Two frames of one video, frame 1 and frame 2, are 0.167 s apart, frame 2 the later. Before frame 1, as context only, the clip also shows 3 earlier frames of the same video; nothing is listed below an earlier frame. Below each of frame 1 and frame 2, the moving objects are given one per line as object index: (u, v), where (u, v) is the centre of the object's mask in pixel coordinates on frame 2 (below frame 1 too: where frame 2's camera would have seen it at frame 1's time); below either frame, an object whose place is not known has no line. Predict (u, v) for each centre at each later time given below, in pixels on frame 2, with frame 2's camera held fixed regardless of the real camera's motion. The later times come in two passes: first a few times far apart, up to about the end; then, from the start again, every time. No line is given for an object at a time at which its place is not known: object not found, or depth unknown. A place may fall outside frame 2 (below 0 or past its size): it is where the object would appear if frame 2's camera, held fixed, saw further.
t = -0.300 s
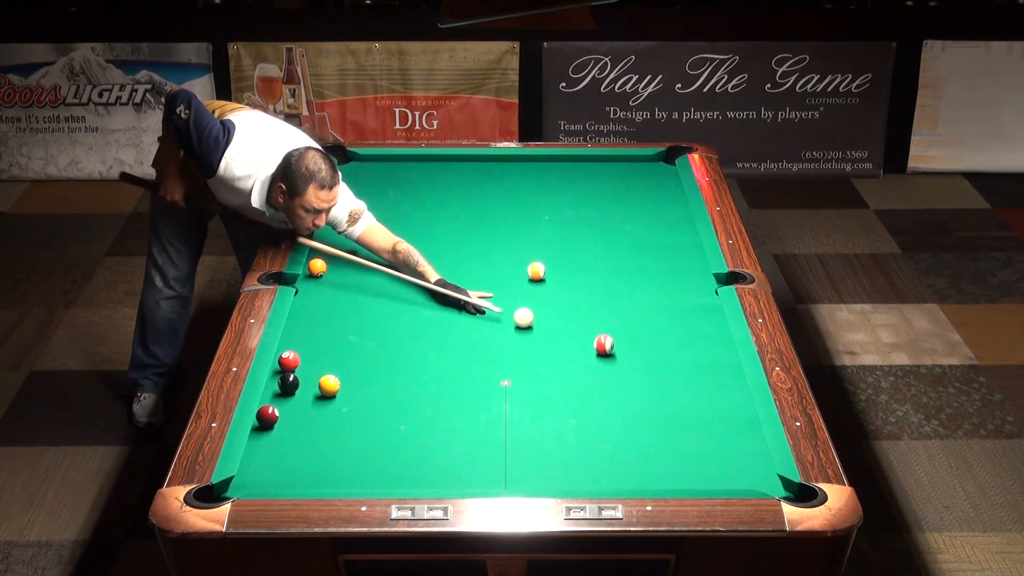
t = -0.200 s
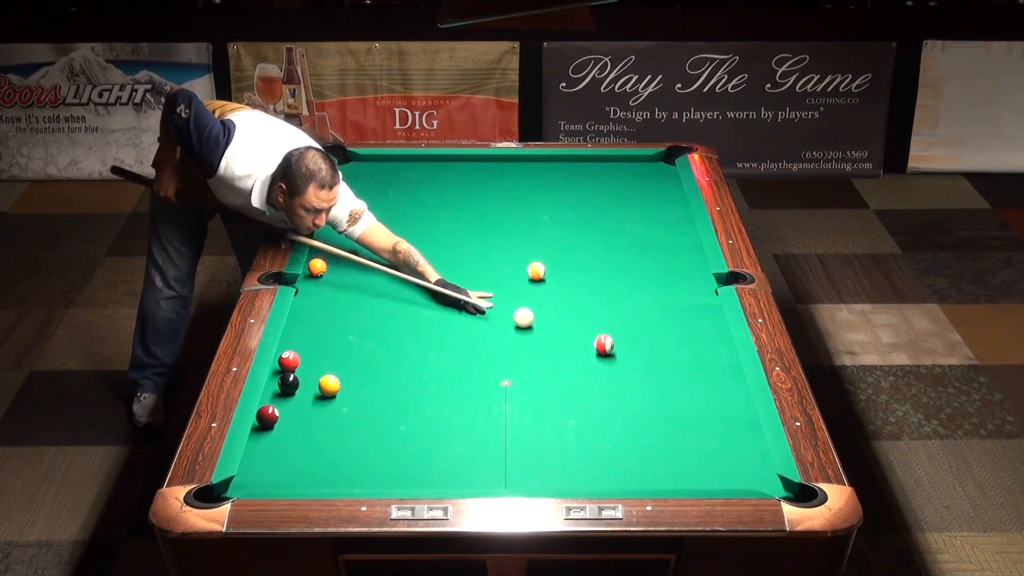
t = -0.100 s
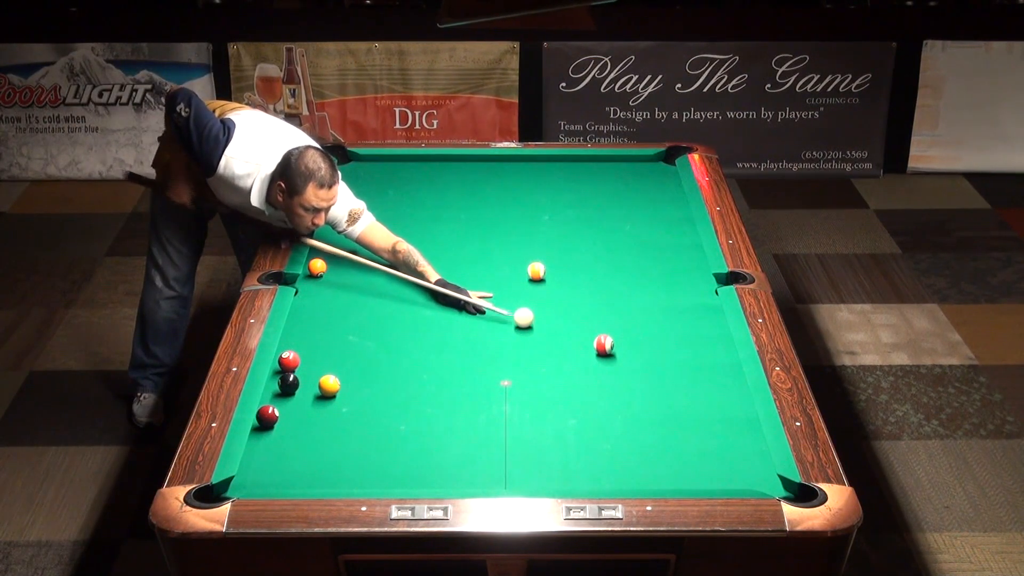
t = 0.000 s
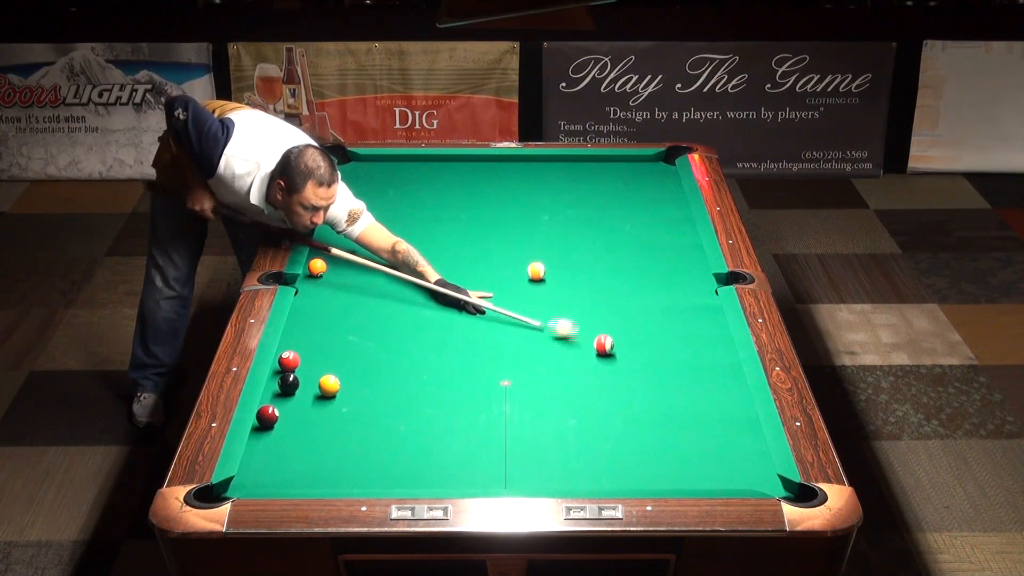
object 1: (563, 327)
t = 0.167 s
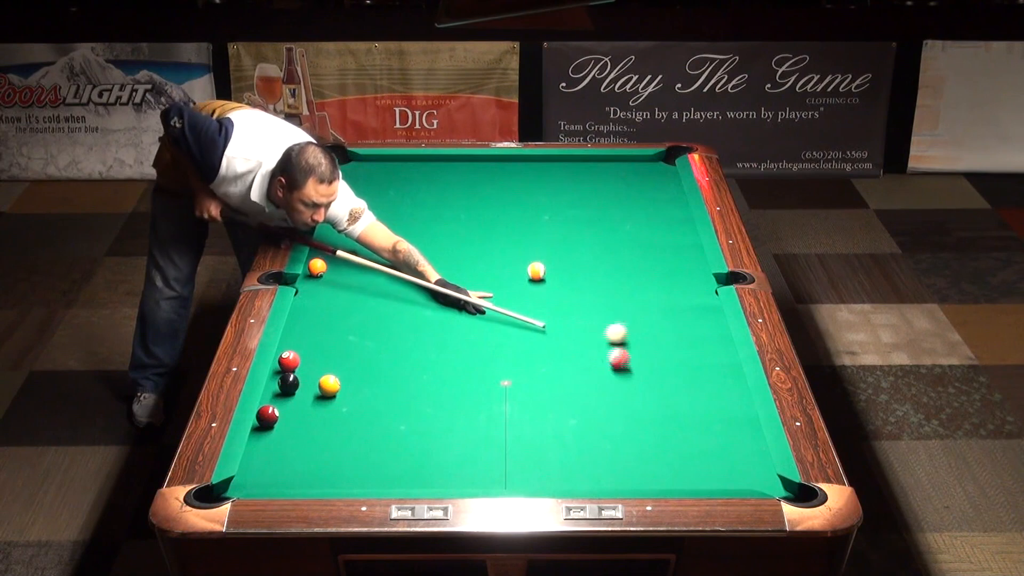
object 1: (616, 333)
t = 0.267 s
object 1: (633, 330)
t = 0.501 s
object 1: (670, 323)
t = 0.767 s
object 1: (710, 315)
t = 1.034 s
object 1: (693, 306)
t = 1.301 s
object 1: (671, 297)
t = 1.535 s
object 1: (654, 289)
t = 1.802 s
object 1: (636, 281)
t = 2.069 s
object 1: (619, 274)
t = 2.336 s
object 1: (604, 268)
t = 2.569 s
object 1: (592, 263)
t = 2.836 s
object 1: (580, 258)
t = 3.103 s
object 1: (569, 254)
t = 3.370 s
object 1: (560, 250)
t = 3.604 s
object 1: (554, 247)
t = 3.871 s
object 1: (547, 244)
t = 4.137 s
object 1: (541, 242)
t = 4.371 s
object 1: (537, 240)
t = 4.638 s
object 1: (534, 239)
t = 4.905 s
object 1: (532, 238)
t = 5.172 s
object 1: (530, 238)
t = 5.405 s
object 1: (530, 238)
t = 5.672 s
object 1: (530, 238)
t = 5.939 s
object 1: (530, 238)
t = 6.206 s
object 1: (530, 238)
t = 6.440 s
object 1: (530, 238)
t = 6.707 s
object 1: (530, 238)
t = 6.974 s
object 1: (530, 238)
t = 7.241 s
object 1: (530, 238)
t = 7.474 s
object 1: (530, 238)
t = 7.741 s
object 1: (530, 238)
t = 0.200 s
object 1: (622, 332)
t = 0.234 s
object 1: (627, 331)
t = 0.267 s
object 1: (633, 330)
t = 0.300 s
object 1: (638, 329)
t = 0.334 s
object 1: (644, 328)
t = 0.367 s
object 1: (649, 327)
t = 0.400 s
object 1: (654, 326)
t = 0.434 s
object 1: (660, 325)
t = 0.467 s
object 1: (665, 324)
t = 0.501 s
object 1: (670, 323)
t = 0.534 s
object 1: (676, 322)
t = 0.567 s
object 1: (680, 321)
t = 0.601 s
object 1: (686, 320)
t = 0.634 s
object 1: (691, 319)
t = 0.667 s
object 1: (696, 318)
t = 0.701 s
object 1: (701, 317)
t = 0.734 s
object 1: (706, 316)
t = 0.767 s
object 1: (710, 315)
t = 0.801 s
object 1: (714, 315)
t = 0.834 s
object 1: (711, 313)
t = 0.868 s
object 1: (708, 312)
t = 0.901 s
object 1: (705, 311)
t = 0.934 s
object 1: (702, 310)
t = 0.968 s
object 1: (699, 308)
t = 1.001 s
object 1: (696, 307)
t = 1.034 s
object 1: (693, 306)
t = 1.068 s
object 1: (690, 304)
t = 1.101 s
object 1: (688, 303)
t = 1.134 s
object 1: (685, 302)
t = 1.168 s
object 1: (682, 301)
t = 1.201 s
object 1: (679, 300)
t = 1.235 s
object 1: (677, 299)
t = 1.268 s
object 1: (674, 298)
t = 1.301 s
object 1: (671, 297)
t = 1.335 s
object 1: (669, 296)
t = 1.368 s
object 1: (666, 294)
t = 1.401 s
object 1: (664, 293)
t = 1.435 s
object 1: (661, 292)
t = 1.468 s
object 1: (659, 291)
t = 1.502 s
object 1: (656, 290)
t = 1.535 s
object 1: (654, 289)
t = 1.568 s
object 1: (651, 288)
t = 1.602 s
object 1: (649, 287)
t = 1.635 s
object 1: (647, 286)
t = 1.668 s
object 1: (644, 285)
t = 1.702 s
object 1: (642, 284)
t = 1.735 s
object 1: (640, 283)
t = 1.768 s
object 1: (638, 282)
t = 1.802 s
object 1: (636, 281)
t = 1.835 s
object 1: (633, 280)
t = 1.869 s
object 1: (631, 279)
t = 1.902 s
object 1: (629, 279)
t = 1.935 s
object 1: (627, 278)
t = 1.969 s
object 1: (625, 277)
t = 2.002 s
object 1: (623, 276)
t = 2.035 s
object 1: (621, 275)
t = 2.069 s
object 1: (619, 274)
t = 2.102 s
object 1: (617, 274)
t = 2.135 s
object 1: (615, 273)
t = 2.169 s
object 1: (613, 272)
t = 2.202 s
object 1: (611, 271)
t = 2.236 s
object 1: (609, 270)
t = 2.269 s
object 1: (608, 270)
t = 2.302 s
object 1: (606, 269)
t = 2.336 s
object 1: (604, 268)
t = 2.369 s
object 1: (602, 267)
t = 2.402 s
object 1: (601, 267)
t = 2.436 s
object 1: (599, 266)
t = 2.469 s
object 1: (597, 265)
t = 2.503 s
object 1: (596, 265)
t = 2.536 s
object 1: (594, 264)
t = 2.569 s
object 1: (592, 263)
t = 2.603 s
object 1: (591, 263)
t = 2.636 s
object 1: (589, 262)
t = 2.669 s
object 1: (587, 261)
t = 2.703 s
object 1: (586, 261)
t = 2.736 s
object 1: (584, 260)
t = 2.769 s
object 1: (583, 259)
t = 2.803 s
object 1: (582, 259)
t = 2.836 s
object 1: (580, 258)
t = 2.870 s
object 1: (579, 257)
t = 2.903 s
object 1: (577, 257)
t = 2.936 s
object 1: (576, 256)
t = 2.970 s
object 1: (575, 256)
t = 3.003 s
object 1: (573, 255)
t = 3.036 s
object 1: (572, 255)
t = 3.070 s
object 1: (571, 254)
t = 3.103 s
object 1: (569, 254)
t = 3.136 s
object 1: (568, 253)
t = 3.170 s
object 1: (567, 253)
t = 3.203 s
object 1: (566, 252)
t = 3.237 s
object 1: (565, 252)
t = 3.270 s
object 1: (564, 251)
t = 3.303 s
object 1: (563, 251)
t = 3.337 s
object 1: (561, 251)
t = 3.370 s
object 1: (560, 250)
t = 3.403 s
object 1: (559, 250)
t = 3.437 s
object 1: (558, 249)
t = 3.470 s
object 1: (557, 249)
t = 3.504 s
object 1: (556, 248)
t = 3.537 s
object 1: (555, 248)
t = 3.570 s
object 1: (554, 247)
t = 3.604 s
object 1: (554, 247)
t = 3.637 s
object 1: (553, 247)
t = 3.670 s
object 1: (552, 246)
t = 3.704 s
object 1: (551, 246)
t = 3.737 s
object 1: (550, 246)
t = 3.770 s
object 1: (549, 245)
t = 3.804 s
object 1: (548, 245)
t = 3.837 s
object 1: (547, 245)
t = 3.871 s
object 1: (547, 244)
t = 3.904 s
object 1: (546, 244)
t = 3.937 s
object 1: (545, 244)
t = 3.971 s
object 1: (544, 243)
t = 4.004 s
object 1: (544, 243)
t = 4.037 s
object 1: (543, 243)
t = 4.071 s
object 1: (542, 243)
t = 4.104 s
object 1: (542, 242)
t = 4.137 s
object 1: (541, 242)
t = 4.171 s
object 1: (541, 242)
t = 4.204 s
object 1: (540, 242)
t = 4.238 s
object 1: (539, 241)
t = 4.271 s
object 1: (539, 241)
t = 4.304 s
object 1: (538, 241)
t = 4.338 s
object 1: (538, 241)
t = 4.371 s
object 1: (537, 240)
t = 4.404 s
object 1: (537, 240)
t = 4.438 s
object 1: (536, 240)
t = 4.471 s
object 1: (536, 240)
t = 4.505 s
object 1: (536, 240)
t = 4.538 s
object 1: (535, 239)
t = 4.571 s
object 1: (535, 239)
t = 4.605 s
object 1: (534, 239)
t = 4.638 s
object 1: (534, 239)
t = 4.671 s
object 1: (534, 239)
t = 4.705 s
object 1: (533, 239)
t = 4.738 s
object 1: (533, 239)
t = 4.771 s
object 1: (533, 238)
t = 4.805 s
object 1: (533, 238)
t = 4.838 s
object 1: (532, 238)
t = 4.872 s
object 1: (532, 238)
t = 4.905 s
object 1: (532, 238)
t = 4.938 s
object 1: (532, 238)
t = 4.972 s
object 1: (531, 238)
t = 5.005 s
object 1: (531, 238)
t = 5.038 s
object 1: (531, 238)
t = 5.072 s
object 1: (531, 238)
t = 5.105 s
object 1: (531, 238)
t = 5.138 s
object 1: (530, 238)
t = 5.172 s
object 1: (530, 238)
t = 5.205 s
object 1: (530, 238)
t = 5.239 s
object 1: (530, 238)
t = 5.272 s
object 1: (530, 238)
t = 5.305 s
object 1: (530, 238)
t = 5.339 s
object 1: (530, 238)
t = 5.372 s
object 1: (530, 238)
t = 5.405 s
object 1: (530, 238)
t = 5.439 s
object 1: (530, 238)
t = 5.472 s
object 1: (530, 238)
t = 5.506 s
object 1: (530, 238)
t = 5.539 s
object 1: (530, 238)
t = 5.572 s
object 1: (530, 238)
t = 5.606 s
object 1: (530, 238)
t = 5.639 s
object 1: (530, 238)
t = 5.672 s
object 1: (530, 238)
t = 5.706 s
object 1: (530, 238)
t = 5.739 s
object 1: (530, 238)
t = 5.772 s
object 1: (530, 238)
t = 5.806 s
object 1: (530, 238)
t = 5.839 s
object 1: (530, 238)
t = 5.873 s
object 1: (530, 238)
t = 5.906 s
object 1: (530, 238)
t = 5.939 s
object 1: (530, 238)
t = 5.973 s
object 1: (530, 238)
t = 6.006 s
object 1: (530, 238)
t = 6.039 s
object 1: (530, 238)
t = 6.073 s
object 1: (530, 238)
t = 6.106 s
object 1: (530, 238)
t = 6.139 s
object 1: (530, 238)
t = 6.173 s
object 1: (530, 238)
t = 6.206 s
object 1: (530, 238)
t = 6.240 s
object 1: (530, 238)
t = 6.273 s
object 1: (530, 238)
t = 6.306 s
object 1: (530, 238)
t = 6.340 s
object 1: (530, 238)
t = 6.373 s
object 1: (530, 238)
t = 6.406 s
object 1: (530, 238)
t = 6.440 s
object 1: (530, 238)
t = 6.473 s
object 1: (530, 238)
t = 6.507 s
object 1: (530, 238)
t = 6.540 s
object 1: (530, 238)
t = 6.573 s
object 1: (530, 238)
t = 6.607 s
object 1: (530, 238)
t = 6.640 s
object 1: (530, 238)
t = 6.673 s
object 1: (530, 238)
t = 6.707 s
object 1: (530, 238)
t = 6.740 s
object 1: (530, 238)
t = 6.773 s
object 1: (530, 238)
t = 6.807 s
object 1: (530, 238)
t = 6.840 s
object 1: (530, 238)
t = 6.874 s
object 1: (530, 238)
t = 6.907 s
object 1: (530, 238)
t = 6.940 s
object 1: (530, 238)
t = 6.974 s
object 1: (530, 238)
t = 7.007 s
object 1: (530, 238)
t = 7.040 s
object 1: (530, 238)
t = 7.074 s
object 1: (530, 238)
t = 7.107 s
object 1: (530, 238)
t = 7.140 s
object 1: (530, 238)
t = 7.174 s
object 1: (530, 238)
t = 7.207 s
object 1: (530, 238)
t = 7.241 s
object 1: (530, 238)
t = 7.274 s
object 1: (530, 238)
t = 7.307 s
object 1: (530, 238)
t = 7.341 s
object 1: (530, 238)
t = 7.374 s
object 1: (530, 238)
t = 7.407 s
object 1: (530, 238)
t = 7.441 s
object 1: (530, 238)
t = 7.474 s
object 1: (530, 238)
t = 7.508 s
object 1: (530, 238)
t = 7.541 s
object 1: (530, 238)
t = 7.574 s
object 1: (530, 238)
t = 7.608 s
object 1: (530, 238)
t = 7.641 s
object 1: (530, 238)
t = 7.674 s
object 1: (530, 238)
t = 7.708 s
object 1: (530, 238)
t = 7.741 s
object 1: (530, 238)
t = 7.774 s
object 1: (530, 238)
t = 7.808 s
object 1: (530, 238)
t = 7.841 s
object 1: (530, 238)
